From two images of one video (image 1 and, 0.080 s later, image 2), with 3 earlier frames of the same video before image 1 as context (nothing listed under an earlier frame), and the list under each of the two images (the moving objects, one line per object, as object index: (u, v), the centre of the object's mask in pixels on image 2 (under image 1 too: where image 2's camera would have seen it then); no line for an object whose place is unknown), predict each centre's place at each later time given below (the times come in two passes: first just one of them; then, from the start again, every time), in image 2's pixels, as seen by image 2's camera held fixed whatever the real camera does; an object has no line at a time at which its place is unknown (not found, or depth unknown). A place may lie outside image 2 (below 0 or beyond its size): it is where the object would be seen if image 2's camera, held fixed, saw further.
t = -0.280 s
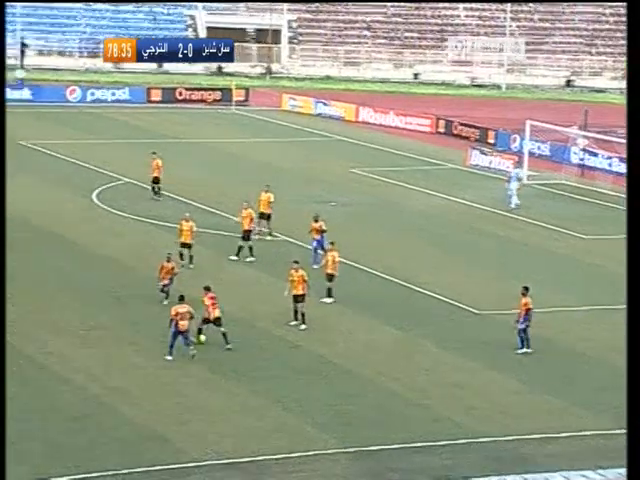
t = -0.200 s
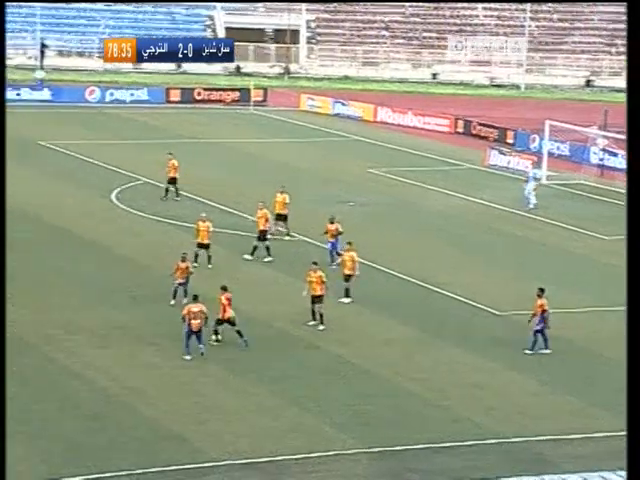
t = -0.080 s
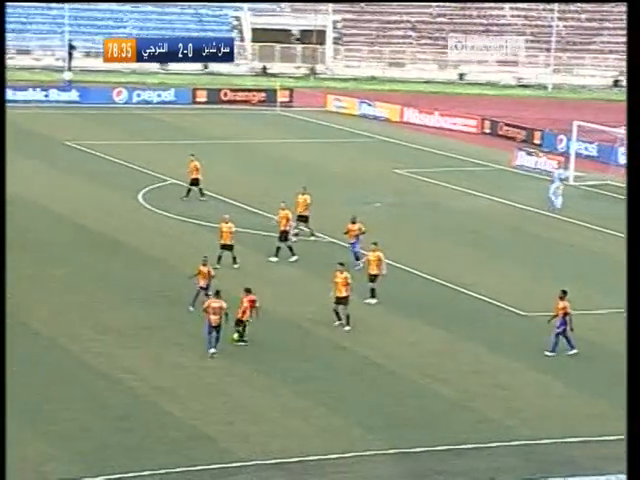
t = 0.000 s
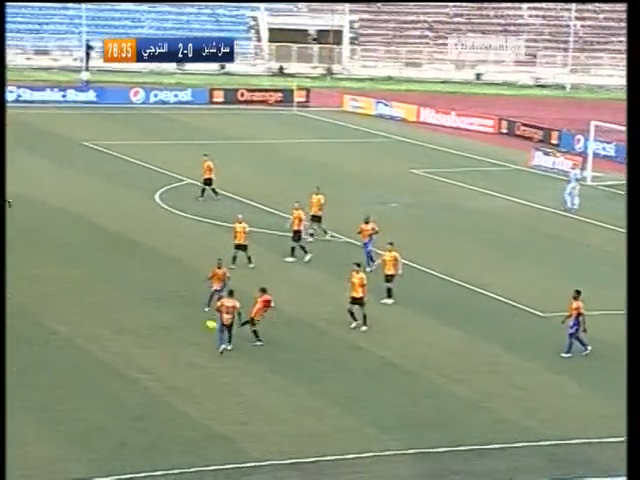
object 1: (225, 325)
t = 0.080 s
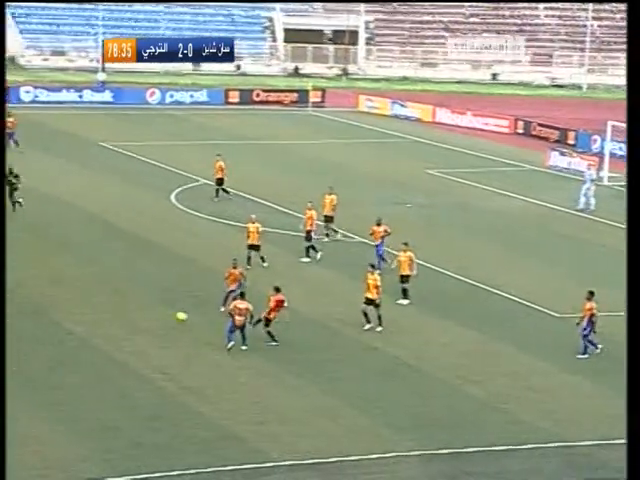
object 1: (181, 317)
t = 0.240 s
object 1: (97, 308)
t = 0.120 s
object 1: (160, 313)
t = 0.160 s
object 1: (138, 311)
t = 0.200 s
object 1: (118, 310)
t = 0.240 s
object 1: (97, 308)
